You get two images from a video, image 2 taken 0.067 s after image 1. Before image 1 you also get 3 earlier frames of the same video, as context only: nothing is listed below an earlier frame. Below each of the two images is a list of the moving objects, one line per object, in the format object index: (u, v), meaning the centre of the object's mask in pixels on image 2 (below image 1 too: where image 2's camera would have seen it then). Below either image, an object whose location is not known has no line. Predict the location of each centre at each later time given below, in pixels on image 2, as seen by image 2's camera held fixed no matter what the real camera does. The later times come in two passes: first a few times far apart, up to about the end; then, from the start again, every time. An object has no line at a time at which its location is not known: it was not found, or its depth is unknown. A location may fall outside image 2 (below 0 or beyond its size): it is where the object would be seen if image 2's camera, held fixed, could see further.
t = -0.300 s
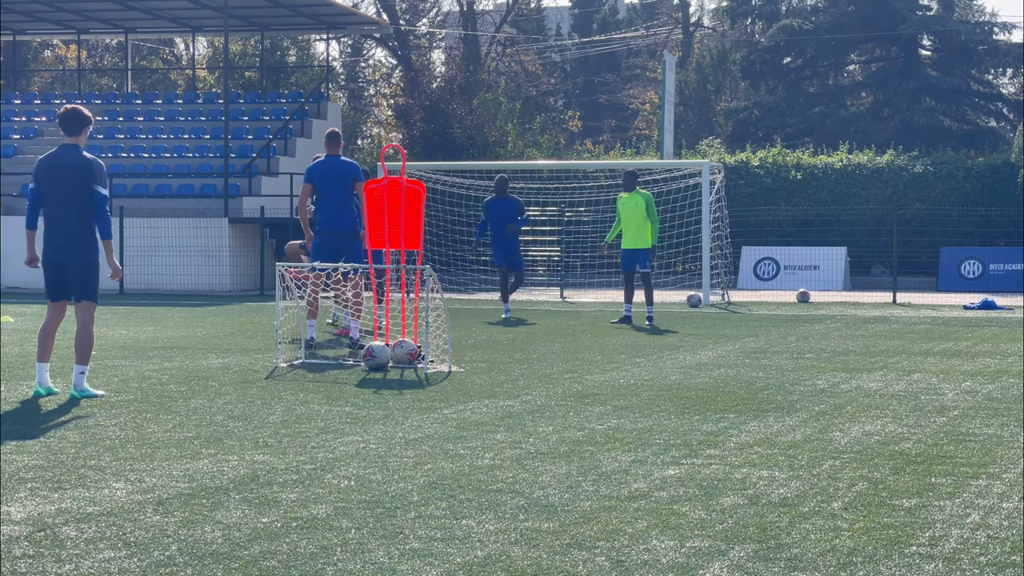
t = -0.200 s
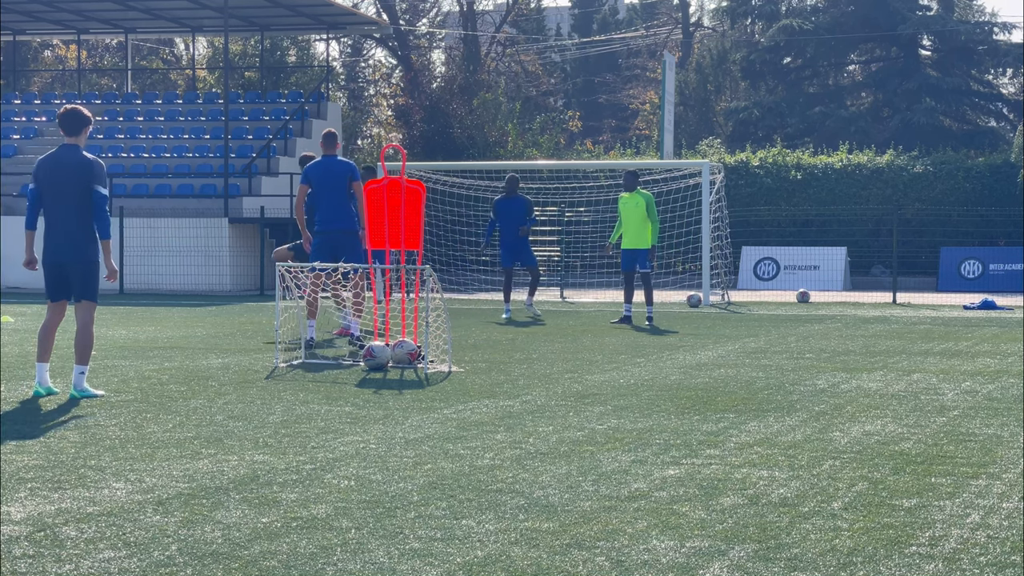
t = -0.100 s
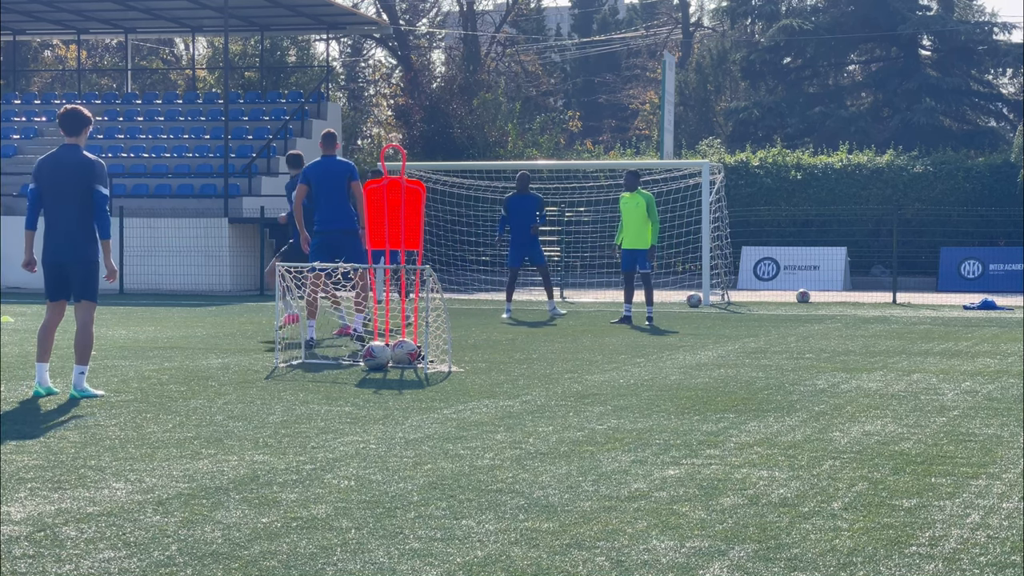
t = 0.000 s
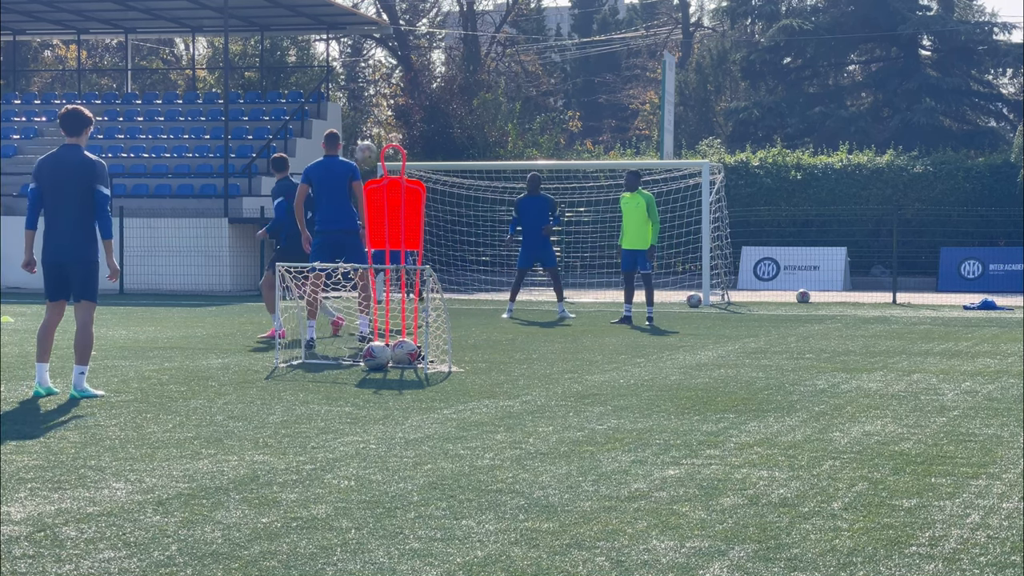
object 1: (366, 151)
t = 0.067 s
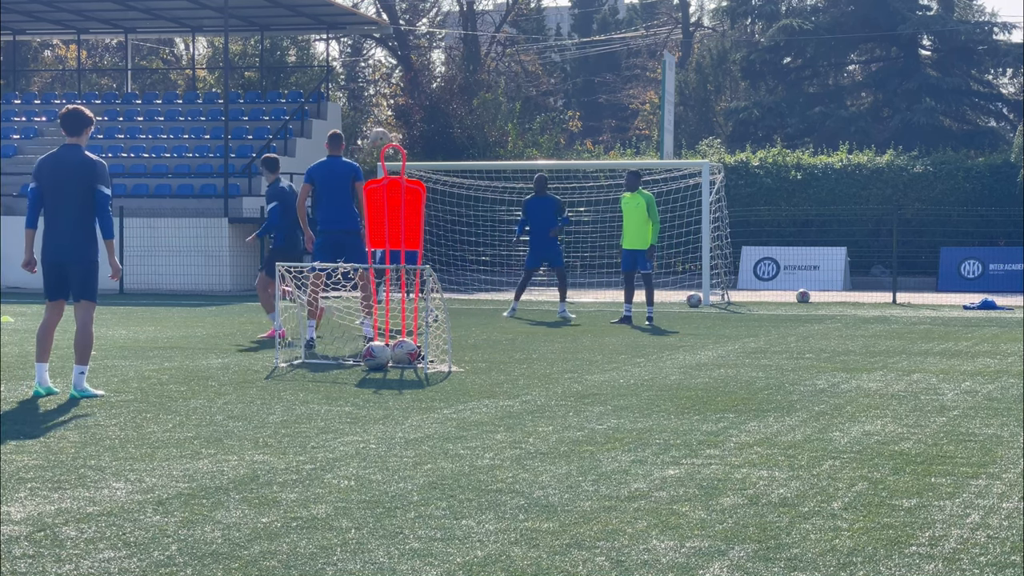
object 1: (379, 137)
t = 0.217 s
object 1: (409, 124)
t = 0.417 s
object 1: (448, 139)
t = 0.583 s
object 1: (479, 179)
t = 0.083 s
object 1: (382, 134)
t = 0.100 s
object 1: (386, 132)
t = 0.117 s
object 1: (389, 129)
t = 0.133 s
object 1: (393, 128)
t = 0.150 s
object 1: (396, 128)
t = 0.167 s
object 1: (399, 125)
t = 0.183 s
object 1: (403, 124)
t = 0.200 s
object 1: (406, 124)
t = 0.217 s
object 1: (409, 124)
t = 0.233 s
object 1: (412, 123)
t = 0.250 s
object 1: (415, 124)
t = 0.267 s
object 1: (419, 125)
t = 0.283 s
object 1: (422, 125)
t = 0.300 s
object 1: (425, 126)
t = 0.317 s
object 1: (428, 127)
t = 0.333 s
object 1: (432, 128)
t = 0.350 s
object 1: (435, 130)
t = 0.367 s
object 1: (438, 132)
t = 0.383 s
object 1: (441, 134)
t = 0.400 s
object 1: (445, 136)
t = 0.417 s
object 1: (448, 139)
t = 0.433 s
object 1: (451, 142)
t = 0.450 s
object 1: (454, 145)
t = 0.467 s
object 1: (457, 148)
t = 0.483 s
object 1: (460, 151)
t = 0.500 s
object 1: (463, 156)
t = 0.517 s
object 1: (466, 159)
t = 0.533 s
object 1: (470, 163)
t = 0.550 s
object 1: (473, 169)
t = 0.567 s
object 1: (476, 174)
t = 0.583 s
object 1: (479, 179)
